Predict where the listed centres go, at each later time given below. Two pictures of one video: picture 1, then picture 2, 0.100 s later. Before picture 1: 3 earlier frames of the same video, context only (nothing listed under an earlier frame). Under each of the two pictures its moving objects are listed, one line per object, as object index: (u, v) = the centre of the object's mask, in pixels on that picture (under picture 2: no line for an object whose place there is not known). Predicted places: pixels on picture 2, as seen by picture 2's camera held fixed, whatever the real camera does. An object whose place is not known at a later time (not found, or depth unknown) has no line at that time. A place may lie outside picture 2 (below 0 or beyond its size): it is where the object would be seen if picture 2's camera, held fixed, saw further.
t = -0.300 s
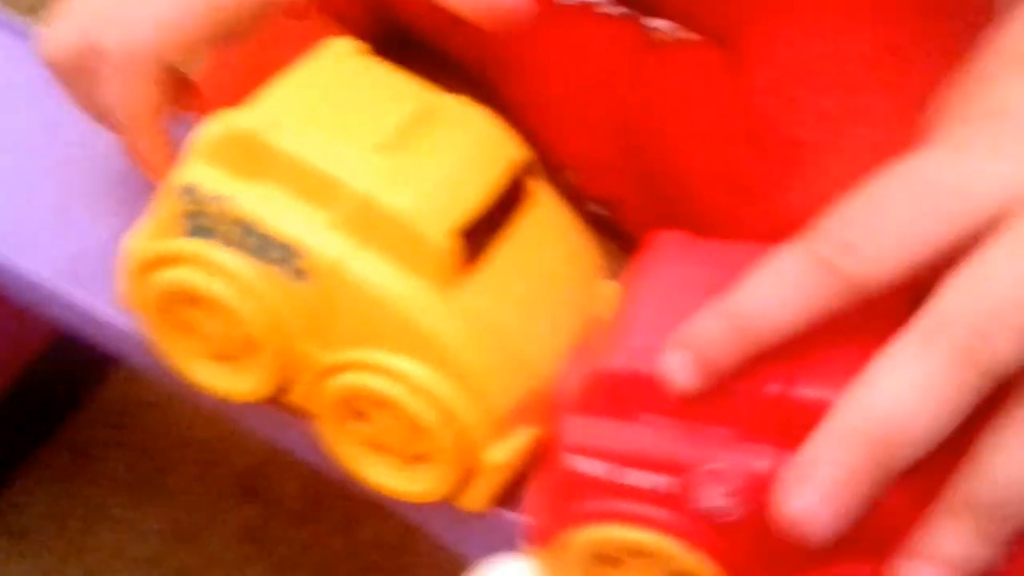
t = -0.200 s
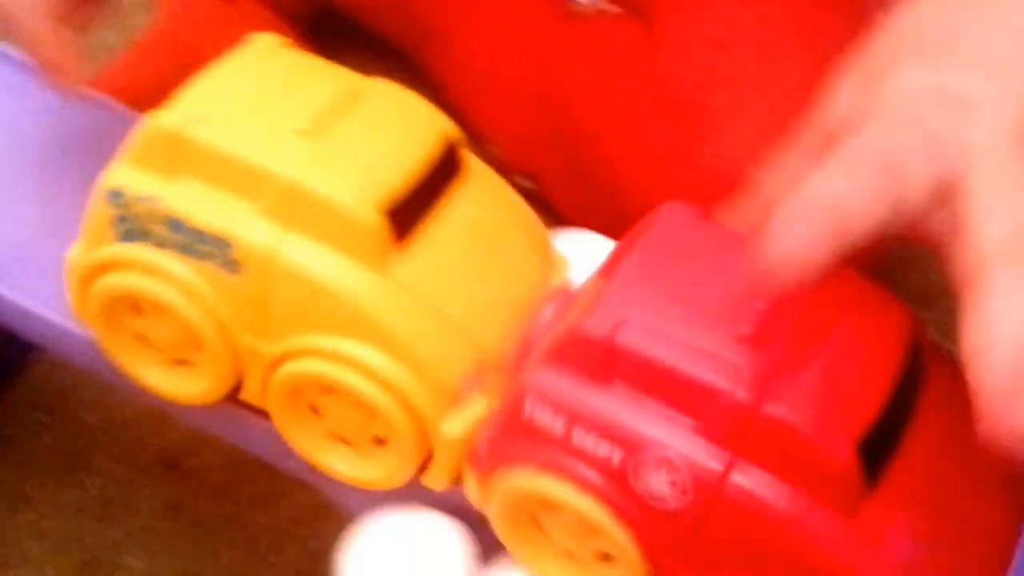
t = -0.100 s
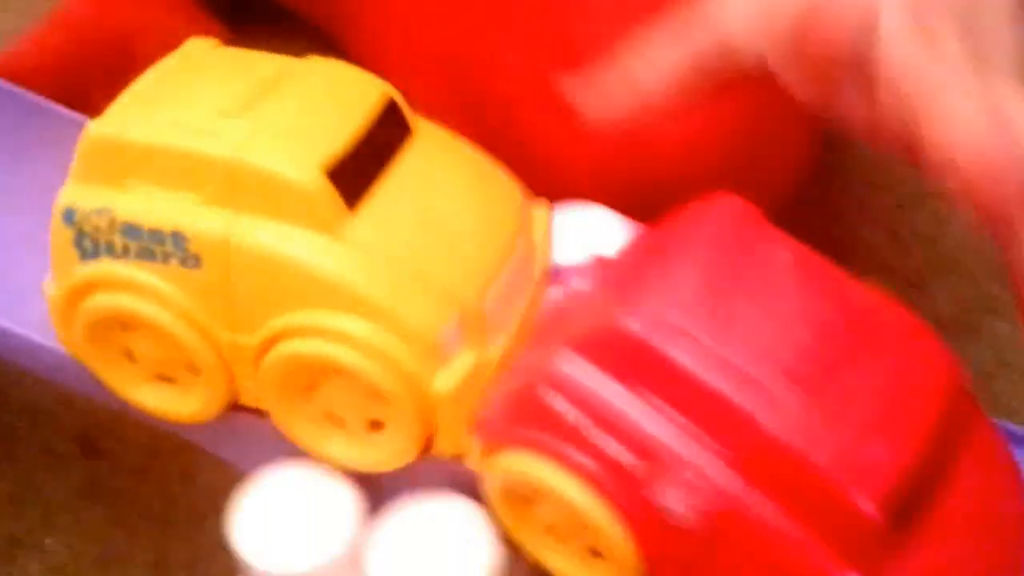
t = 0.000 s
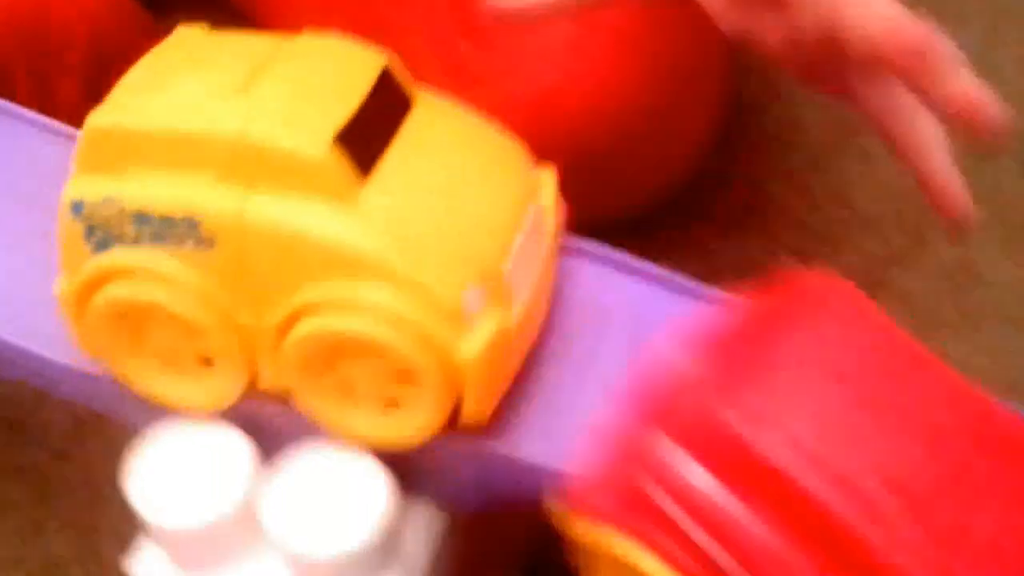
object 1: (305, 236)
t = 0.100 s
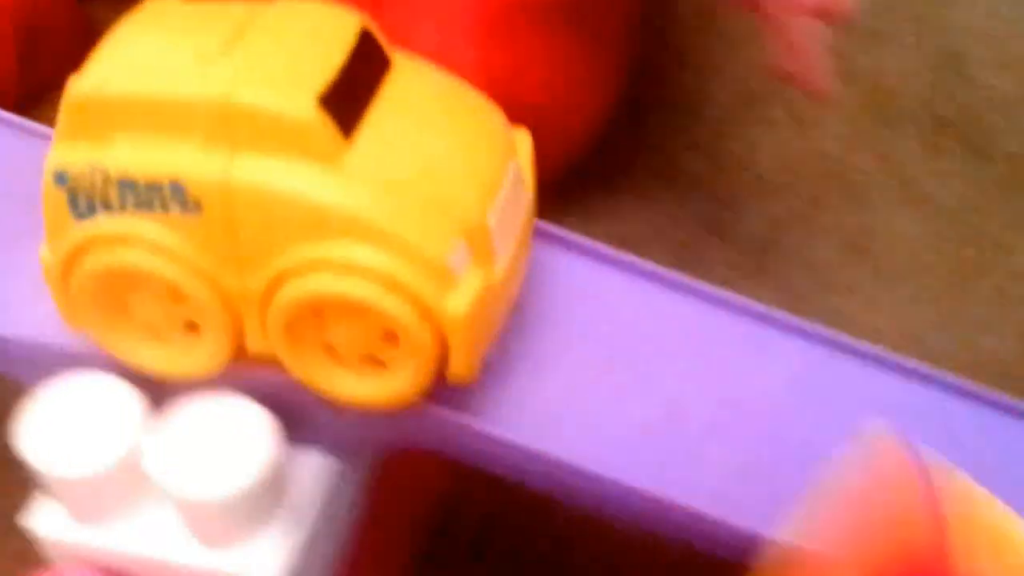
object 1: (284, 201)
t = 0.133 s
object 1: (283, 205)
